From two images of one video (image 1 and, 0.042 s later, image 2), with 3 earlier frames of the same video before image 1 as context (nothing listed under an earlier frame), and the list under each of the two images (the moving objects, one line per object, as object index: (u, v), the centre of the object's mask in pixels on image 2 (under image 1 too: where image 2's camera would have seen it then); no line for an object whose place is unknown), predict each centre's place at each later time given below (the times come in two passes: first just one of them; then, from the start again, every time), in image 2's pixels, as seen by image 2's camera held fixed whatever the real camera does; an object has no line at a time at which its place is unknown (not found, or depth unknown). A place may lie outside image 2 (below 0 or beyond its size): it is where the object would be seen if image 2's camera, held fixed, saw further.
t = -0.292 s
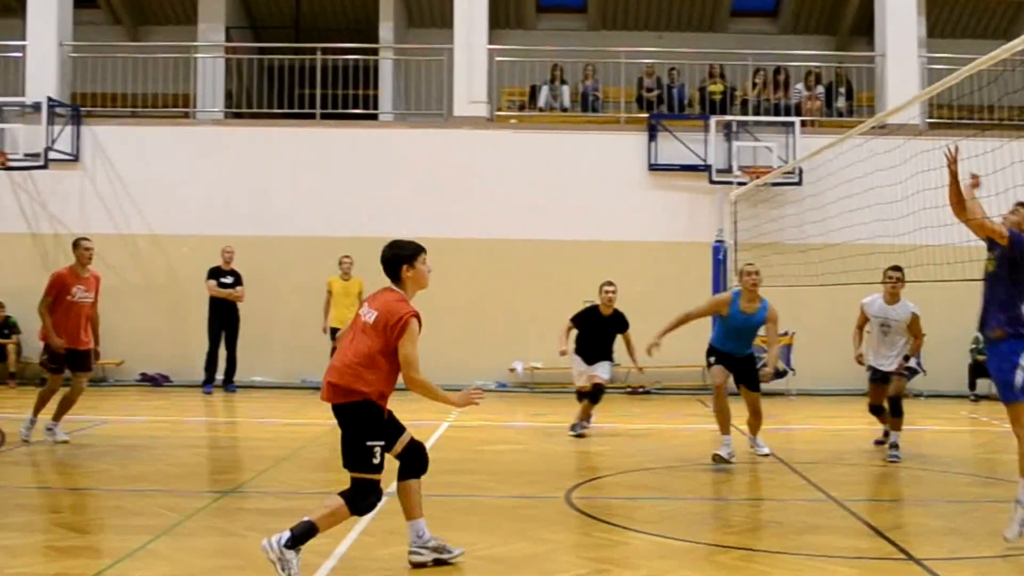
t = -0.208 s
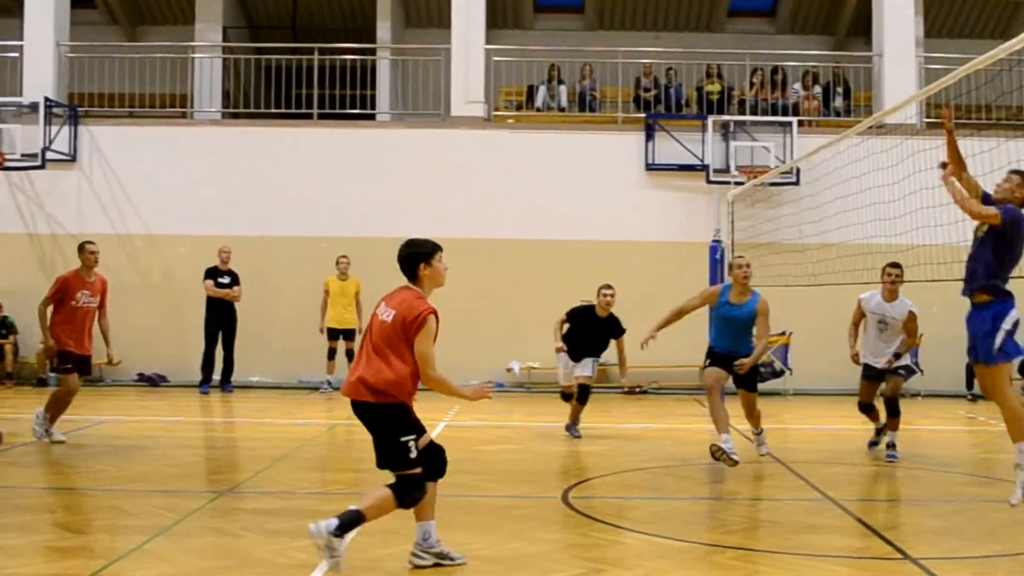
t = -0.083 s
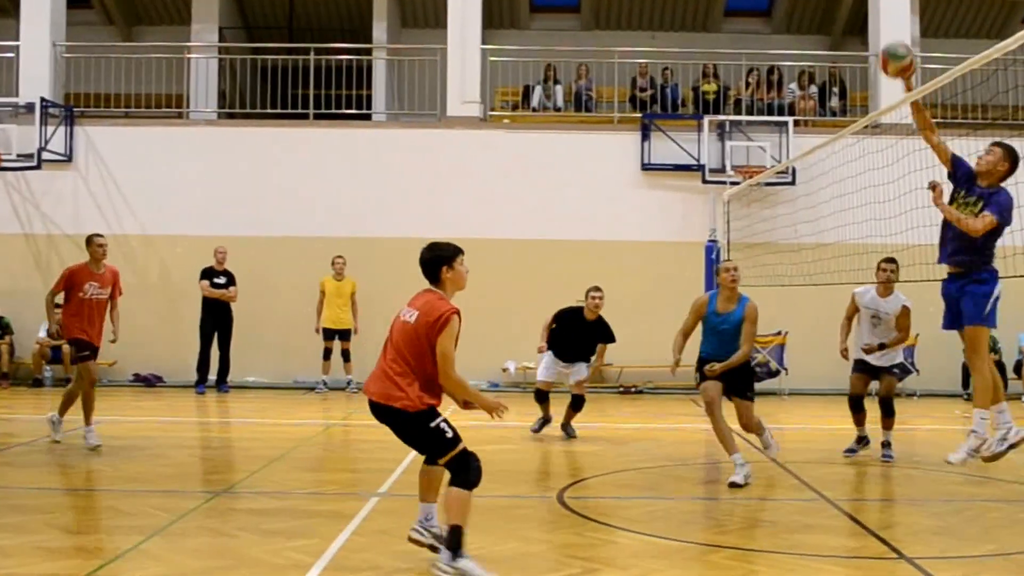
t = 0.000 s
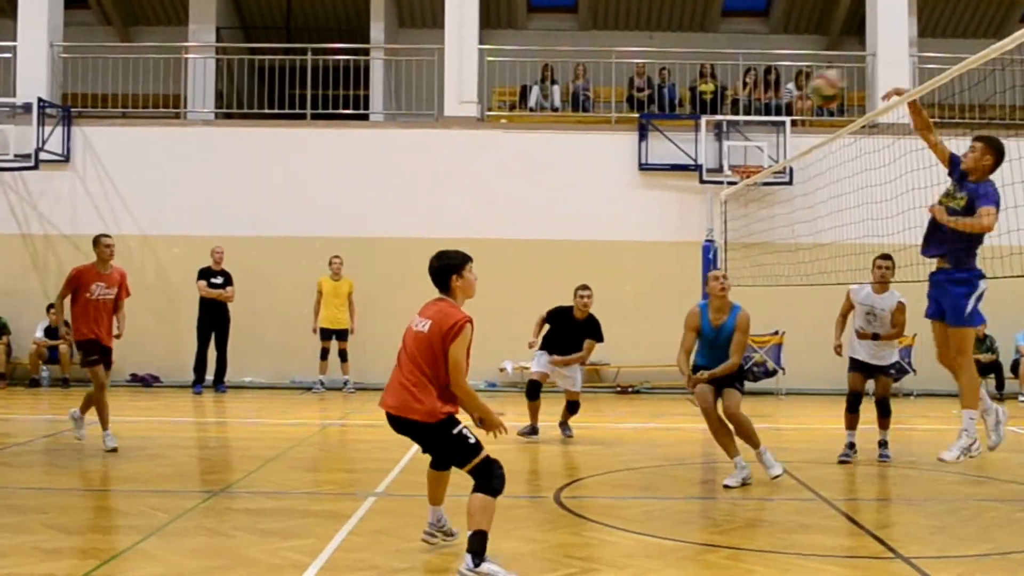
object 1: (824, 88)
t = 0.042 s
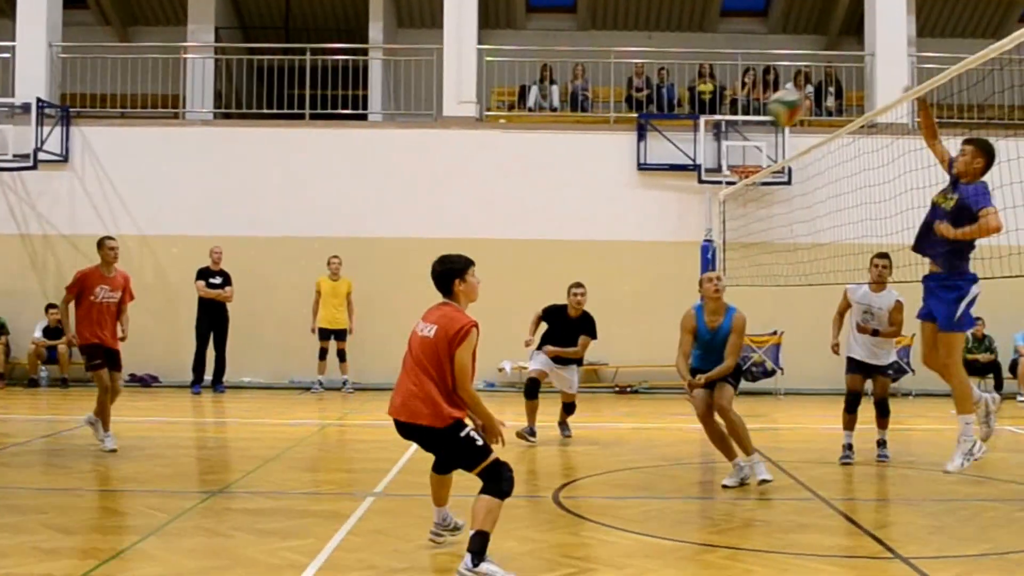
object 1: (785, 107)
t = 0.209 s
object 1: (627, 225)
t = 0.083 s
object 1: (746, 131)
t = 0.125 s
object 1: (707, 159)
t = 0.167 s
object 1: (667, 193)
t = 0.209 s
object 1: (627, 225)
